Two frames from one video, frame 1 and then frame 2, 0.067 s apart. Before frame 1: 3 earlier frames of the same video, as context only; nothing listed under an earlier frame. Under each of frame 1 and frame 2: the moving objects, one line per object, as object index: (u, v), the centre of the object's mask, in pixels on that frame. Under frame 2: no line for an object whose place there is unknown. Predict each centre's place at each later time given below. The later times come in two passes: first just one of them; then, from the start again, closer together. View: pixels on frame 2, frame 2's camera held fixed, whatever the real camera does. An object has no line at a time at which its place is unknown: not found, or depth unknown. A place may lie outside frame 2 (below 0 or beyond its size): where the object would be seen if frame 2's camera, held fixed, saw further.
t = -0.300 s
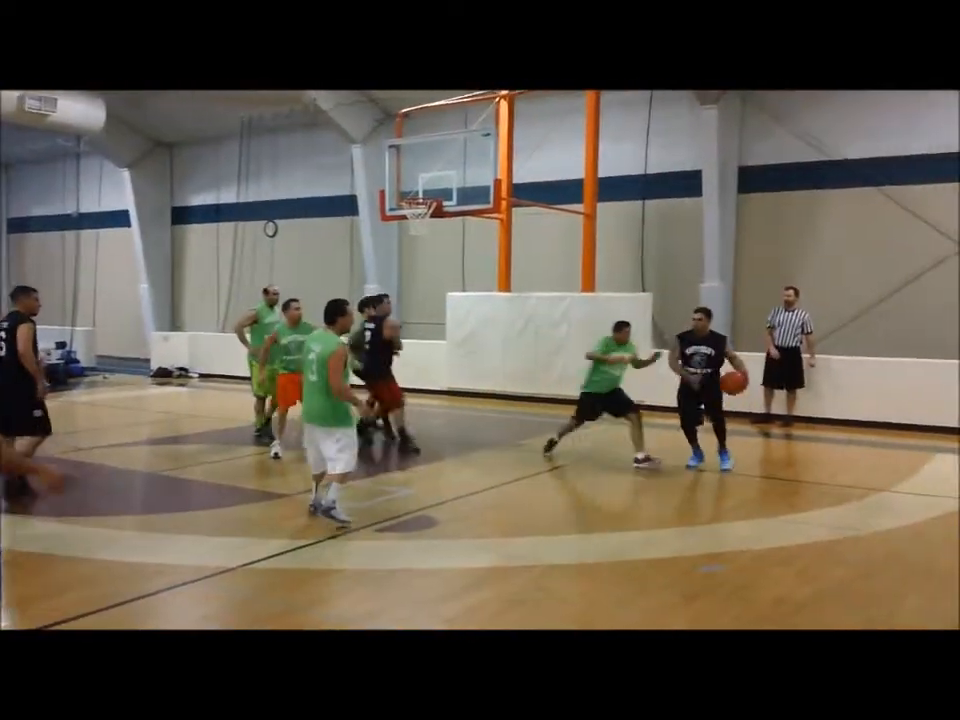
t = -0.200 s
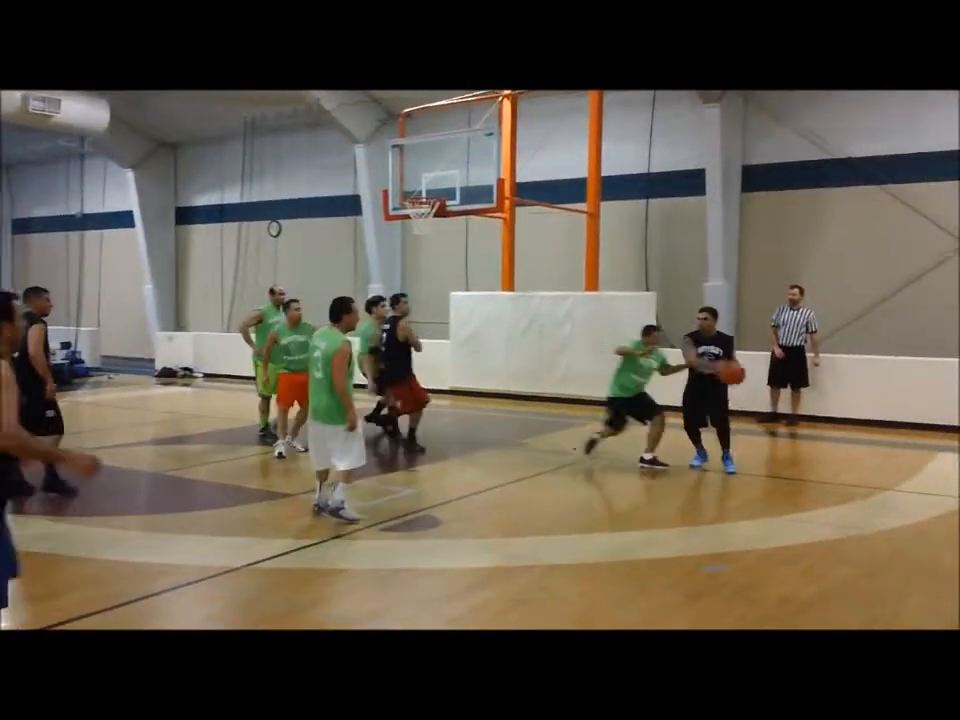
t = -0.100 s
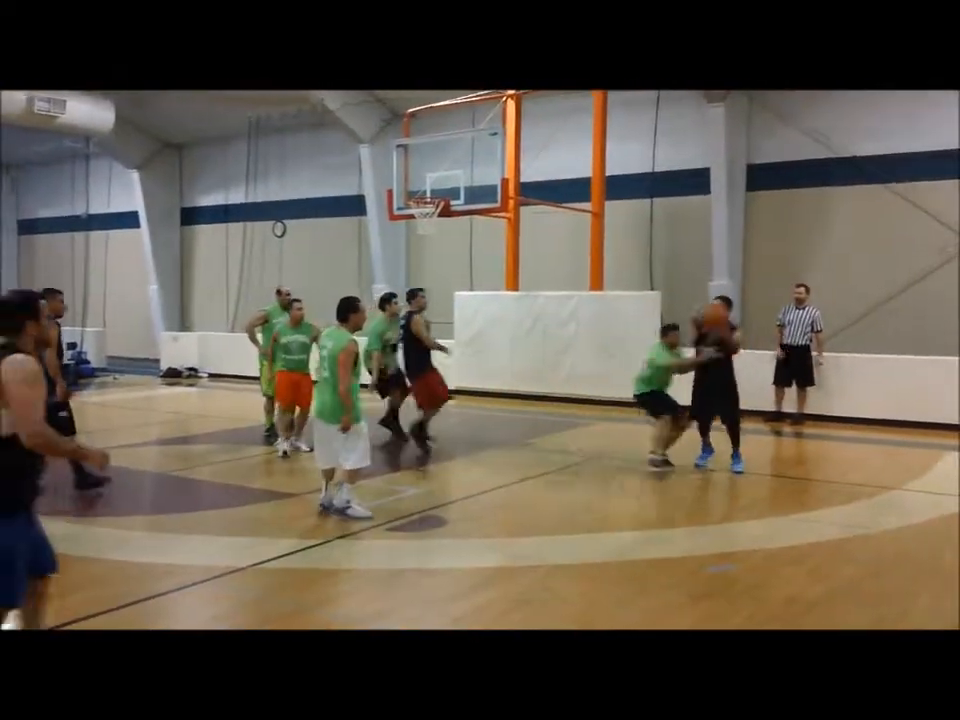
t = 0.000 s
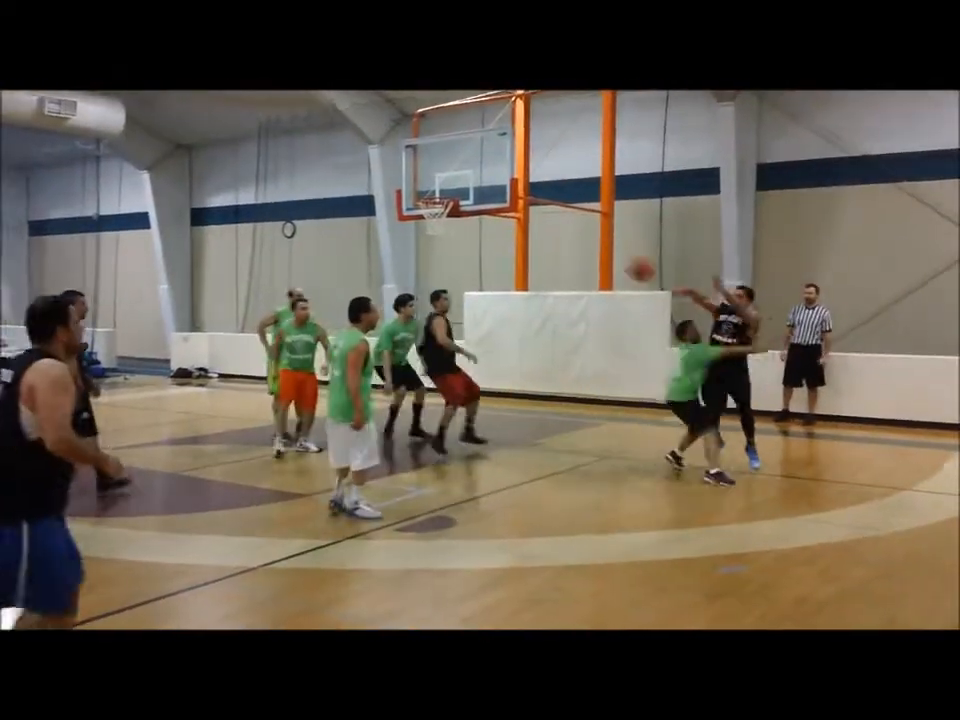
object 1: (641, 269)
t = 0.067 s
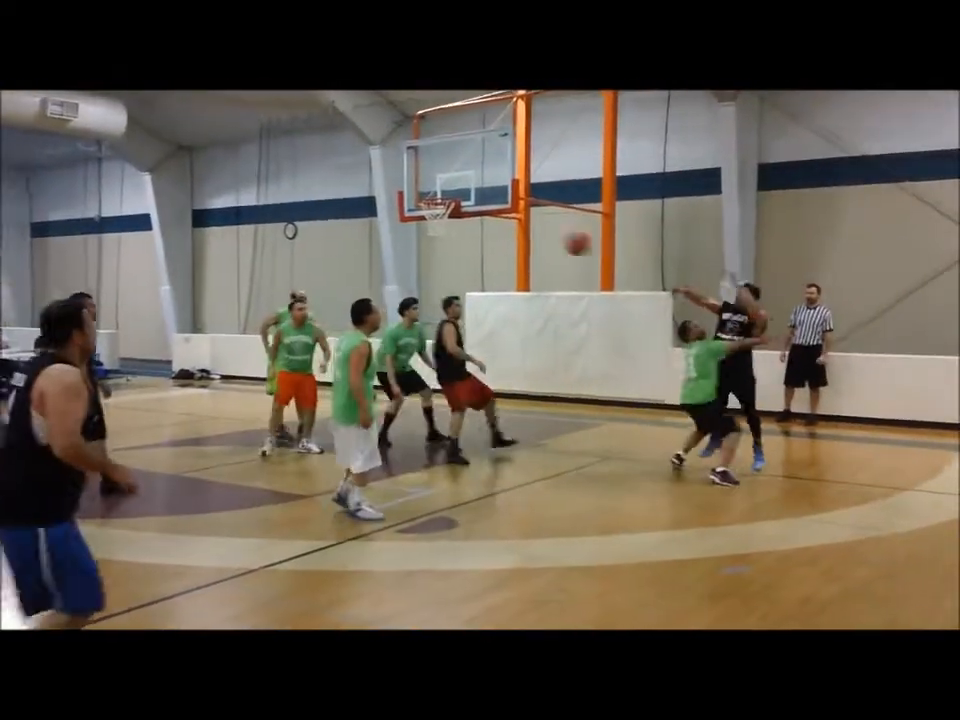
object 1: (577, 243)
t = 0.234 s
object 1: (424, 199)
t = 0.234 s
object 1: (424, 199)
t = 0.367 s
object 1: (309, 183)
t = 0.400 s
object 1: (279, 181)
